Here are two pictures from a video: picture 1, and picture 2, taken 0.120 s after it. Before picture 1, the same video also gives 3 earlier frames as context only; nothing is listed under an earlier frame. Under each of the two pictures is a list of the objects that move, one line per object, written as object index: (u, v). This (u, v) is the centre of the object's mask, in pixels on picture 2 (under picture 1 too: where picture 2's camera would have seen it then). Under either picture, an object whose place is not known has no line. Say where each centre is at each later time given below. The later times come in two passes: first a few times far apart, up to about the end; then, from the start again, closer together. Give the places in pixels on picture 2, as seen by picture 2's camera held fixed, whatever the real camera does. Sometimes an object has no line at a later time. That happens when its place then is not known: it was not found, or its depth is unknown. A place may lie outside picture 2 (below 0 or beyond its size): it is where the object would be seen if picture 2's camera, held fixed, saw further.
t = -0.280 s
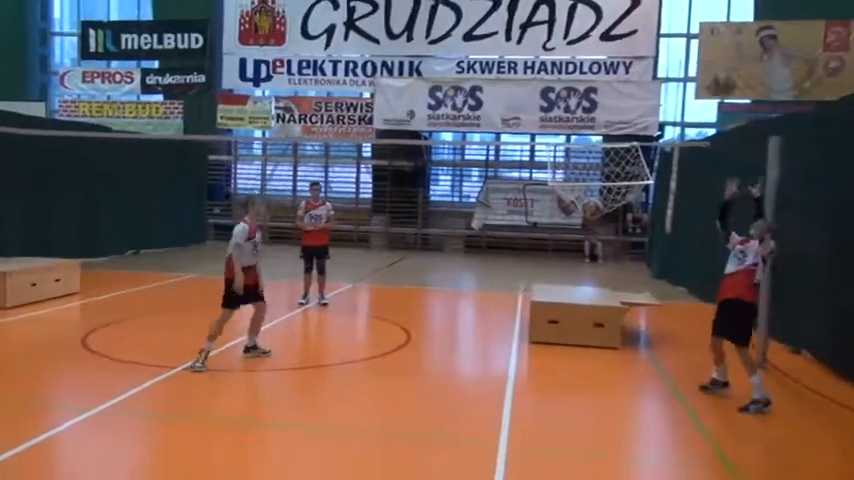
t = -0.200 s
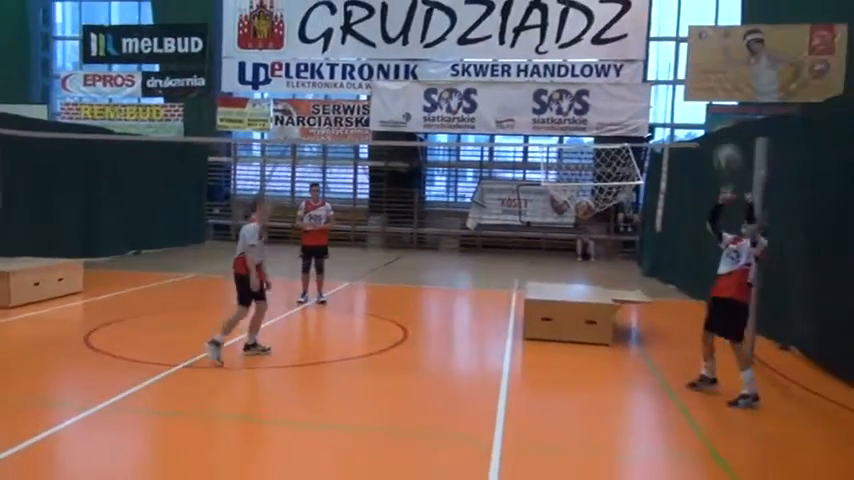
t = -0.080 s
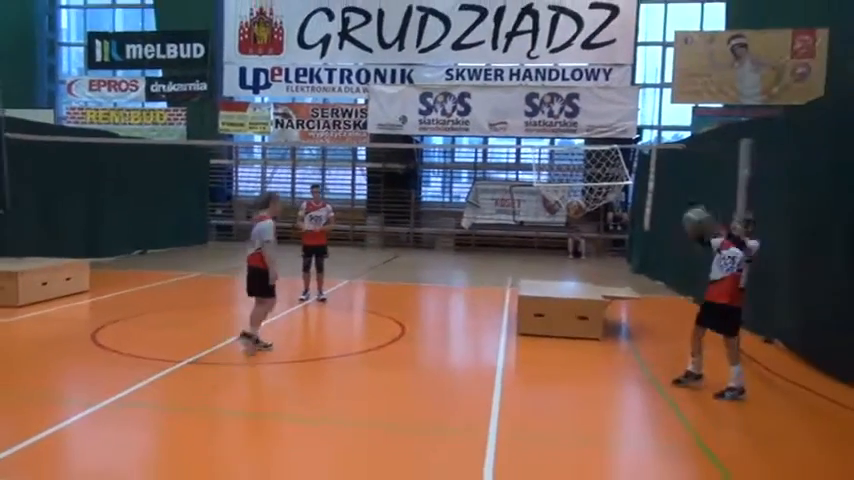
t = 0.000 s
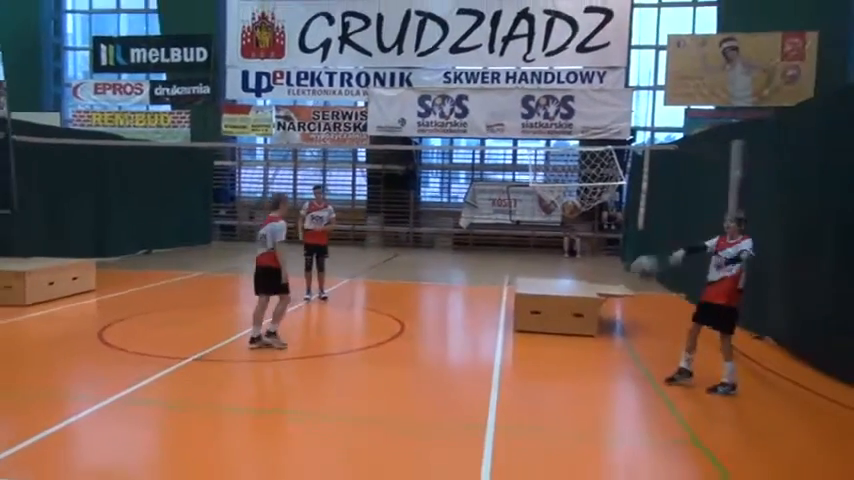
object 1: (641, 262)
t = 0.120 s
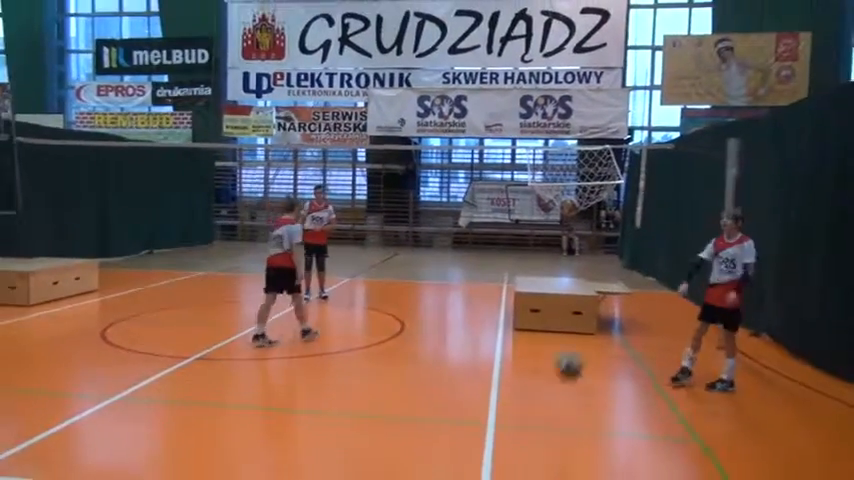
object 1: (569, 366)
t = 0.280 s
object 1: (501, 355)
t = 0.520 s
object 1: (415, 252)
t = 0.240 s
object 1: (513, 380)
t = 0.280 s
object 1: (501, 355)
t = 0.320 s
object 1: (487, 335)
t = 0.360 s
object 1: (475, 316)
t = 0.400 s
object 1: (461, 298)
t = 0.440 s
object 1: (447, 280)
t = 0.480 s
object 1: (431, 264)
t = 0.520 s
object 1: (415, 252)
